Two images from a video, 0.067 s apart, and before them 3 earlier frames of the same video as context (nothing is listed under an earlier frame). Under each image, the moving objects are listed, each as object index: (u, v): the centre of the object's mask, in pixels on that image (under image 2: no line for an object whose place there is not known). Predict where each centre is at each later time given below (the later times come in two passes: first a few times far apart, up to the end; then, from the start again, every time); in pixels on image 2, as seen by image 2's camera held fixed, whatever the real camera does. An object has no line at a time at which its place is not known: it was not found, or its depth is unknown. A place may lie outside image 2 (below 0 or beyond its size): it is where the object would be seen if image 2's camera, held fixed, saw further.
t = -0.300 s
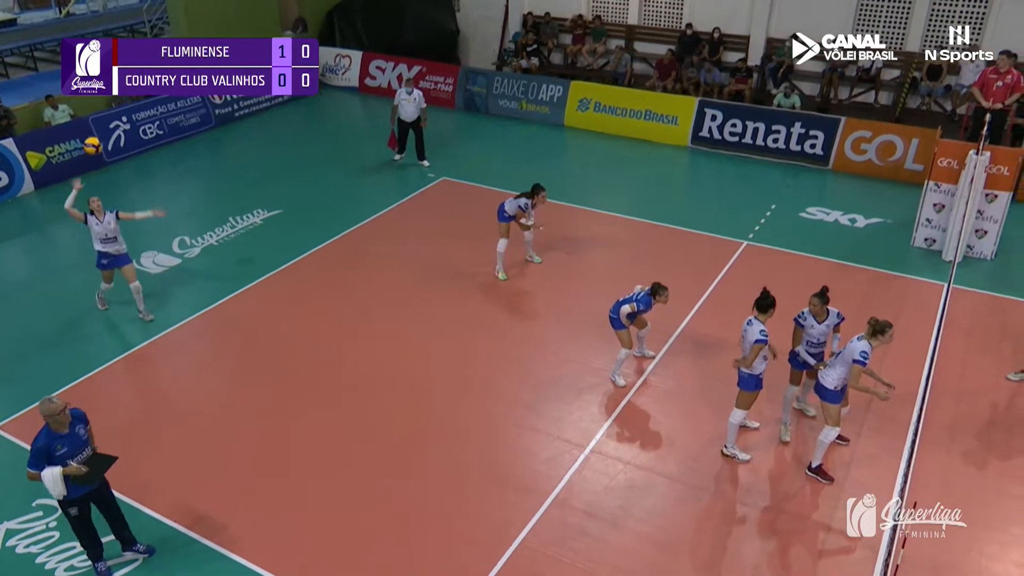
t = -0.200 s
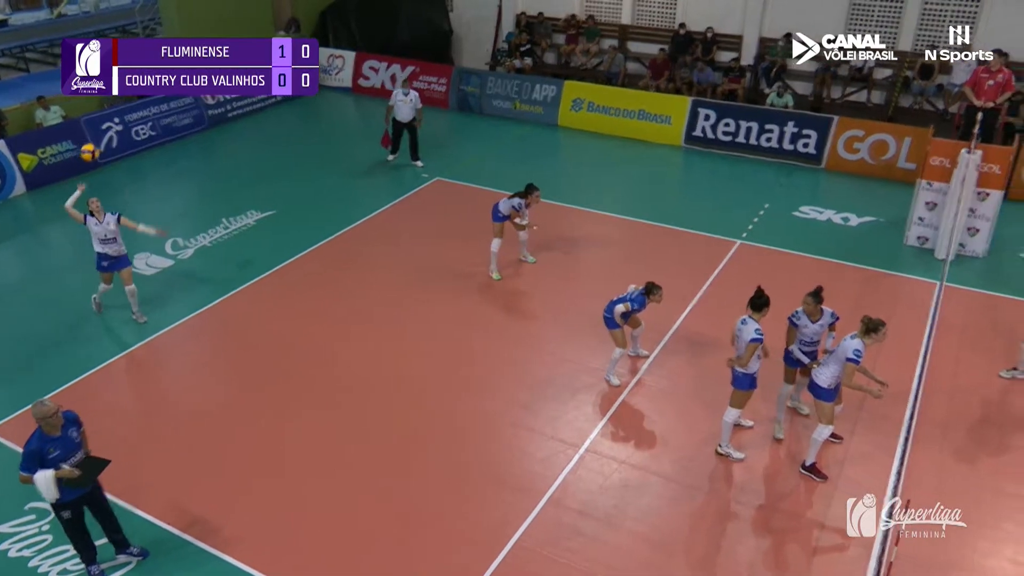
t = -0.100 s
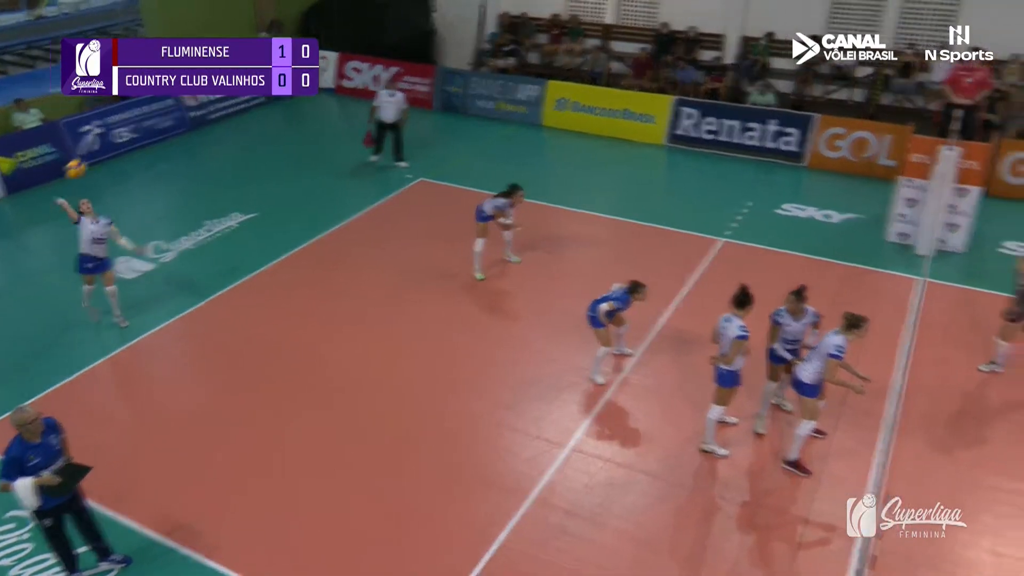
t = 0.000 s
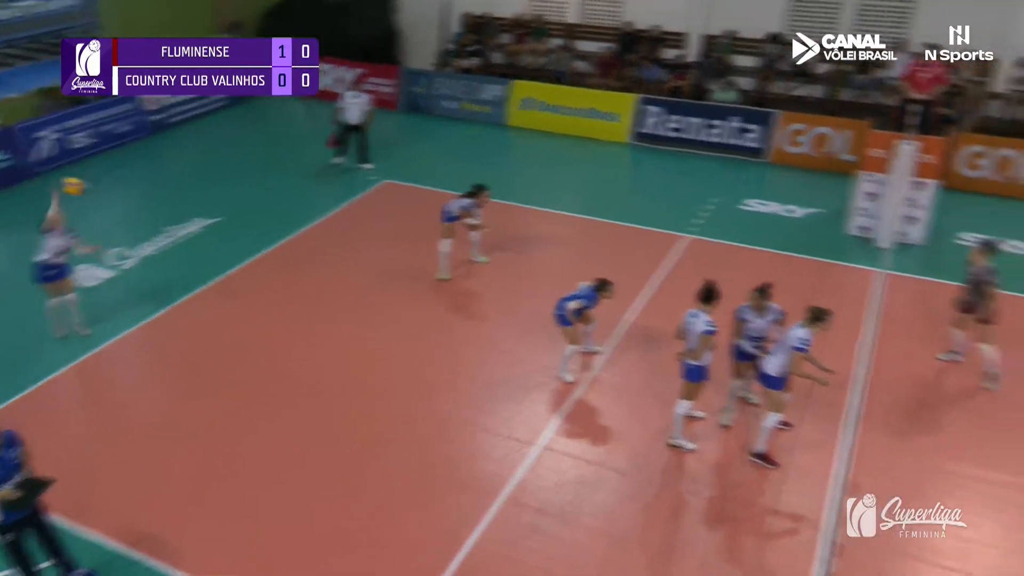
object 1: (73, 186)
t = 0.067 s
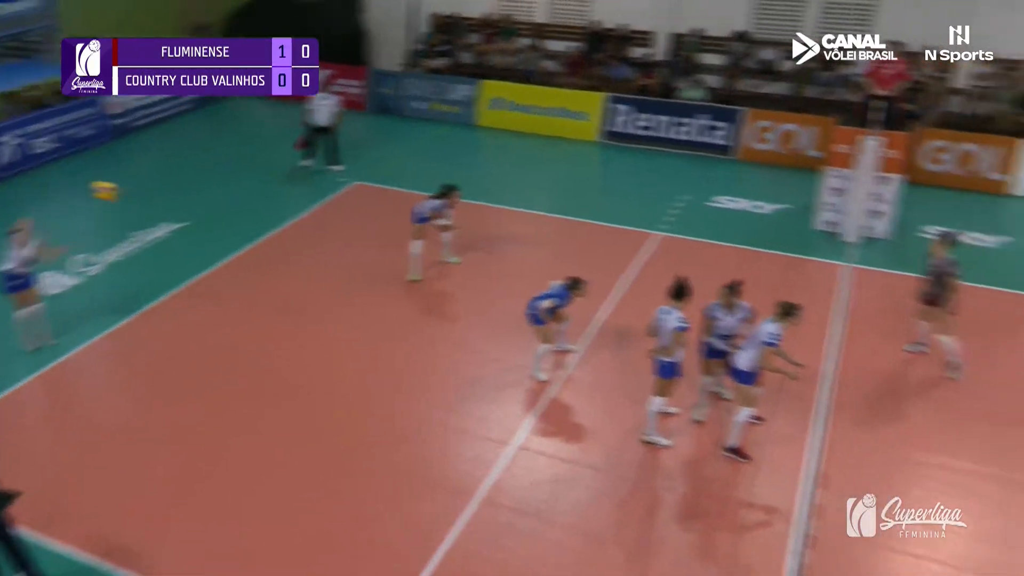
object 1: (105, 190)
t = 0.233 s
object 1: (308, 198)
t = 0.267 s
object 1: (355, 199)
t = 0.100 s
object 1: (143, 191)
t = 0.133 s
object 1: (182, 191)
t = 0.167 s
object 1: (223, 193)
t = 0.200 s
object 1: (264, 197)
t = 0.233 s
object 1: (308, 198)
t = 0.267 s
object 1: (355, 199)
